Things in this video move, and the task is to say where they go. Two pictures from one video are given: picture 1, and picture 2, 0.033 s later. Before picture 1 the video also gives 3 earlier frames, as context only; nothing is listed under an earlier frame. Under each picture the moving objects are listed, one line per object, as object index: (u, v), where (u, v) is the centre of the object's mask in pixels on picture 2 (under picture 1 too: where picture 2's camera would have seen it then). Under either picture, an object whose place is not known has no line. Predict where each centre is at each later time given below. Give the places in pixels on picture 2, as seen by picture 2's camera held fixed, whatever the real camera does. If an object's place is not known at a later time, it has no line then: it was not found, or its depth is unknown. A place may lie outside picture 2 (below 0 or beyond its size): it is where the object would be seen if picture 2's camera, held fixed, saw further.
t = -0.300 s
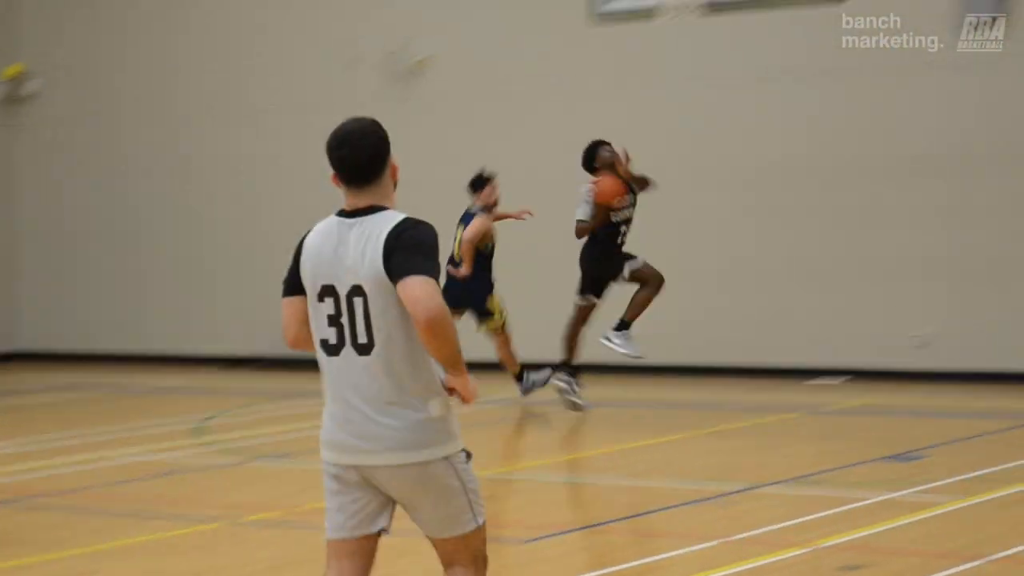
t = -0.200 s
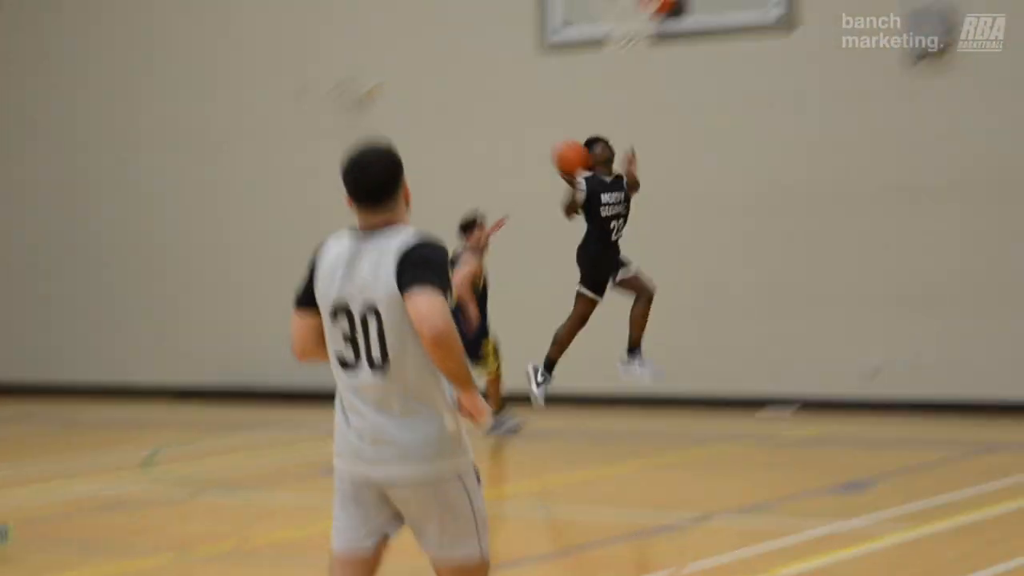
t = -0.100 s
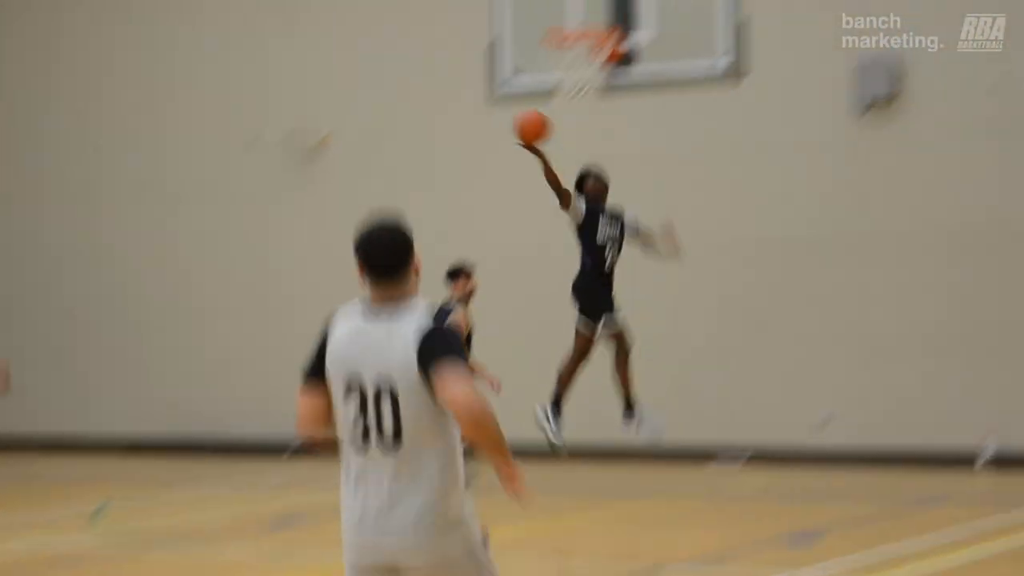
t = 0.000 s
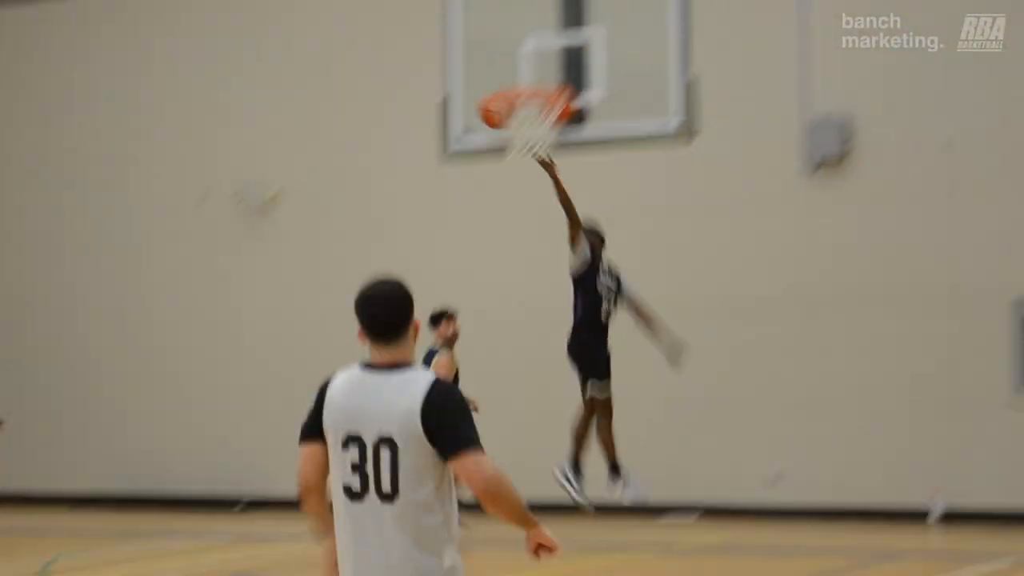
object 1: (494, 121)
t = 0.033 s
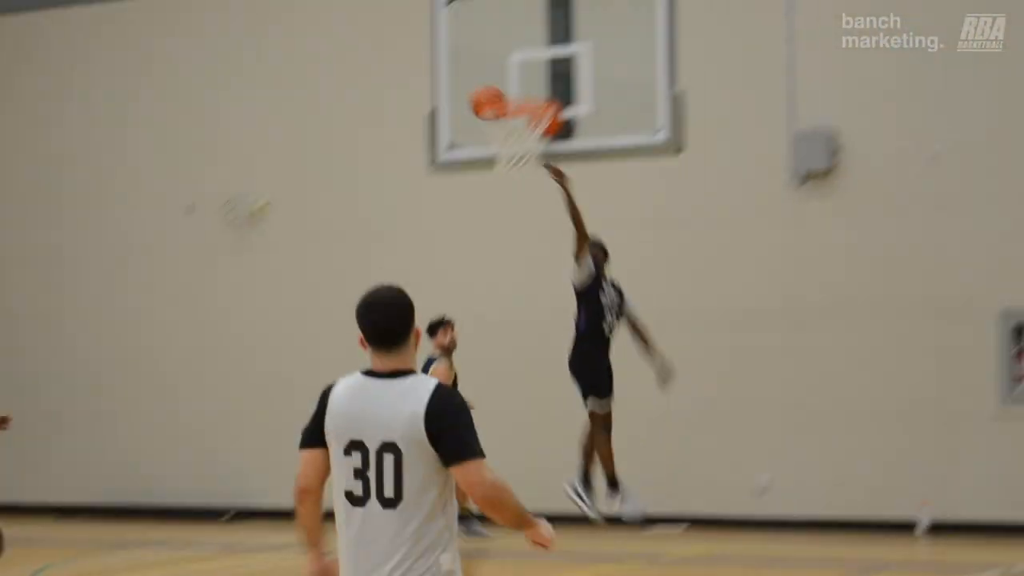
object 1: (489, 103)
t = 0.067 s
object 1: (480, 89)
